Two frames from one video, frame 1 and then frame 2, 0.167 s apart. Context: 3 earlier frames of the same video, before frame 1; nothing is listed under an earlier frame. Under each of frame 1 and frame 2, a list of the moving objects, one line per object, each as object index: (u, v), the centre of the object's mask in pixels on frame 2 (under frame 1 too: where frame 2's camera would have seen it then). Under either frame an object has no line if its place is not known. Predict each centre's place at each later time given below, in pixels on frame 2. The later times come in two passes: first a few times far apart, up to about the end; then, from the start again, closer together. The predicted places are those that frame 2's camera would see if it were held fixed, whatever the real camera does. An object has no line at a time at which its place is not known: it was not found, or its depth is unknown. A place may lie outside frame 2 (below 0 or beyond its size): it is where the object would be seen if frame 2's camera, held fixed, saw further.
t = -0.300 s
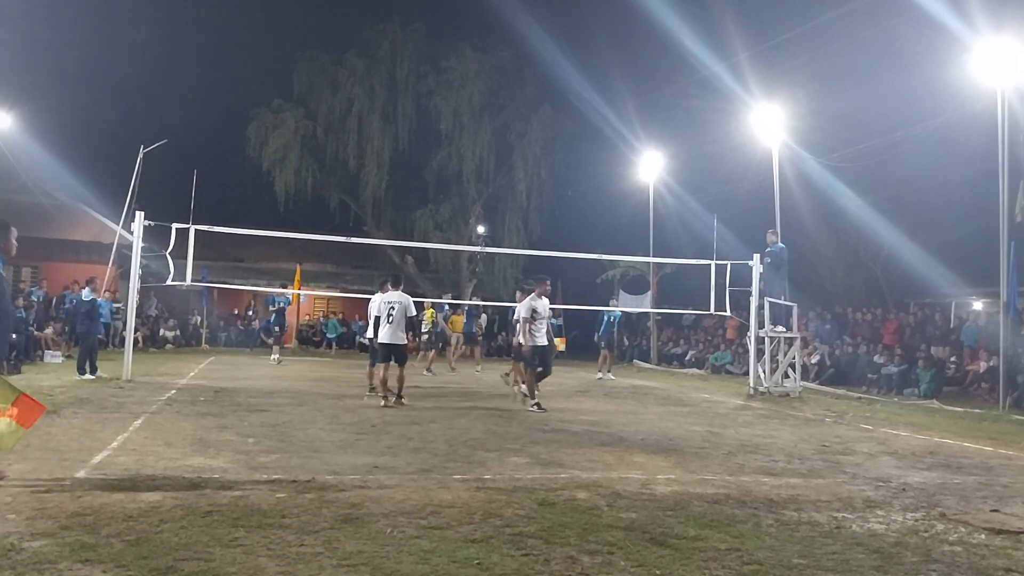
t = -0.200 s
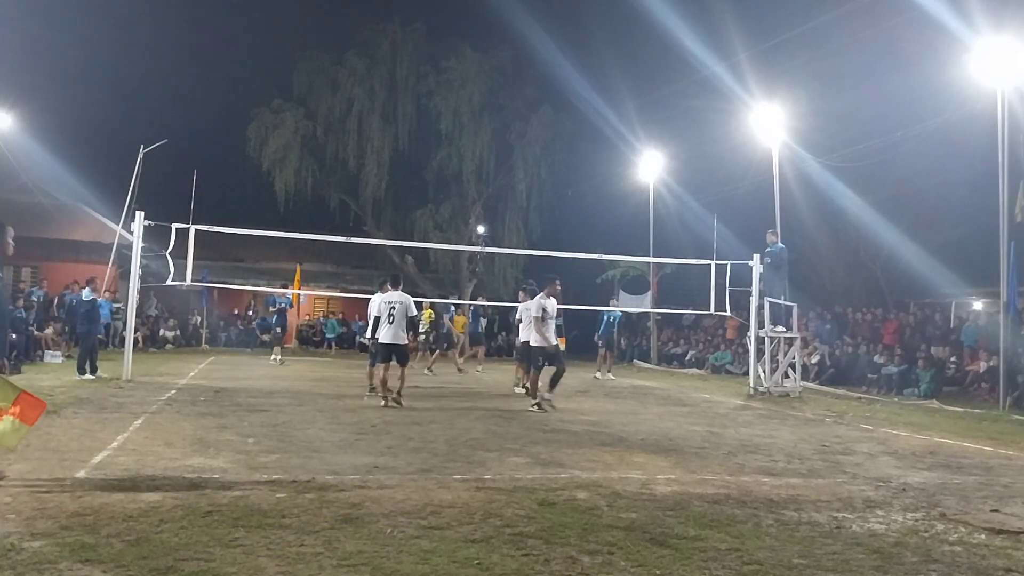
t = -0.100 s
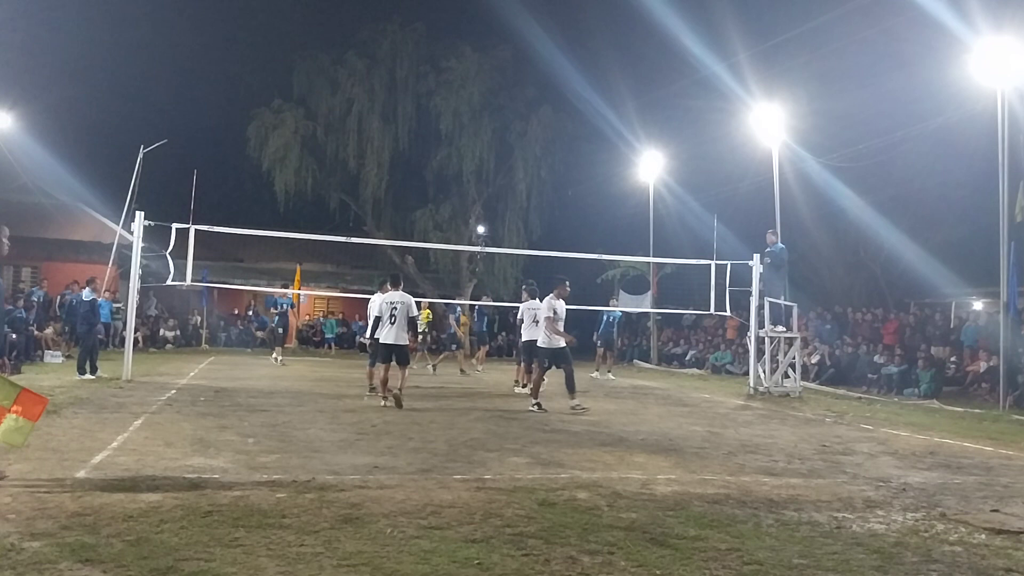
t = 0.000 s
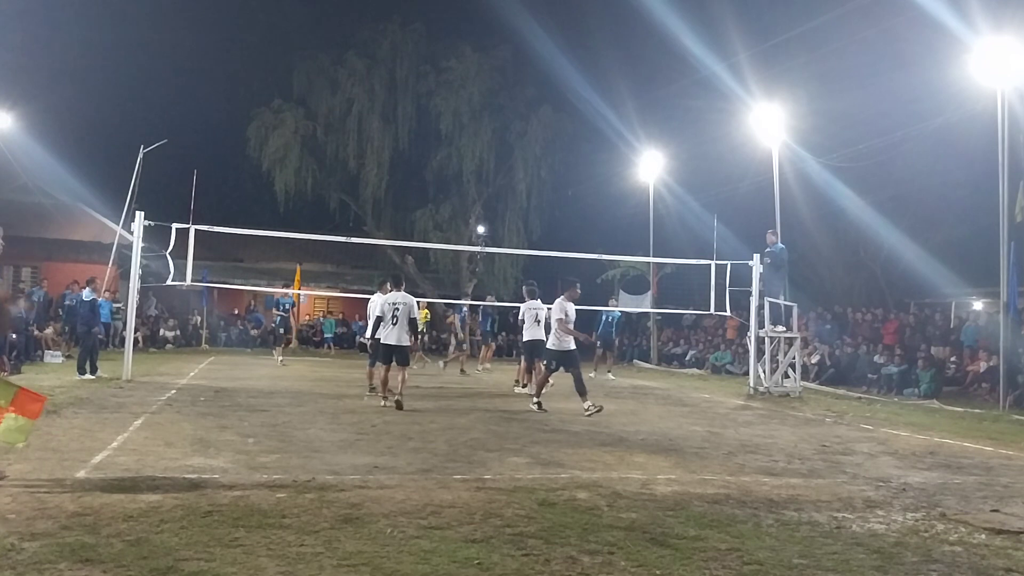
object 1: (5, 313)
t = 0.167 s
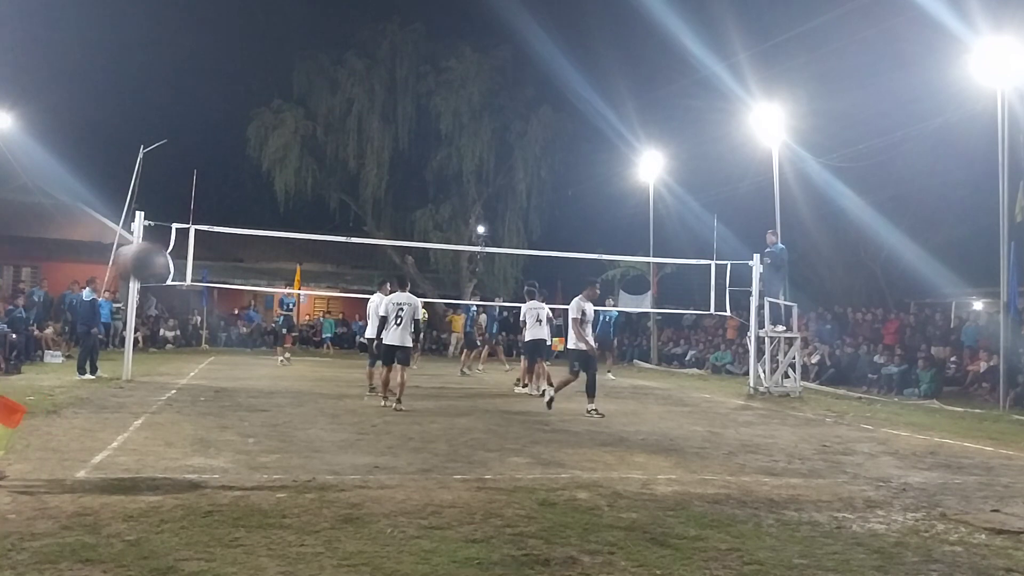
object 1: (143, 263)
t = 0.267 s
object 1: (218, 259)
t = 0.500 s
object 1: (354, 318)
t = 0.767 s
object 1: (476, 477)
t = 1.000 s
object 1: (534, 375)
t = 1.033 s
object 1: (545, 364)
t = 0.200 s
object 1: (165, 260)
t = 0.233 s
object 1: (194, 258)
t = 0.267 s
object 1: (218, 259)
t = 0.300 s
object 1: (239, 262)
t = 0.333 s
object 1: (260, 268)
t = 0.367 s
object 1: (282, 275)
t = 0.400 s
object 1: (301, 284)
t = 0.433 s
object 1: (322, 295)
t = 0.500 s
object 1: (354, 318)
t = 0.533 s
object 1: (372, 334)
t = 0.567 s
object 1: (391, 353)
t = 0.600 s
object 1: (405, 368)
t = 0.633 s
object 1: (422, 389)
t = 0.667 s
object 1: (435, 408)
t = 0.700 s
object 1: (450, 429)
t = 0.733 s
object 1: (463, 453)
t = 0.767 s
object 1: (476, 477)
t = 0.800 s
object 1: (486, 464)
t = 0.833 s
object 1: (494, 446)
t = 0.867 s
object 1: (503, 429)
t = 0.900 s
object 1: (512, 412)
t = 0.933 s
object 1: (520, 398)
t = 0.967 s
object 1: (528, 385)
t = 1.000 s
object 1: (534, 375)
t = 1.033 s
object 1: (545, 364)
